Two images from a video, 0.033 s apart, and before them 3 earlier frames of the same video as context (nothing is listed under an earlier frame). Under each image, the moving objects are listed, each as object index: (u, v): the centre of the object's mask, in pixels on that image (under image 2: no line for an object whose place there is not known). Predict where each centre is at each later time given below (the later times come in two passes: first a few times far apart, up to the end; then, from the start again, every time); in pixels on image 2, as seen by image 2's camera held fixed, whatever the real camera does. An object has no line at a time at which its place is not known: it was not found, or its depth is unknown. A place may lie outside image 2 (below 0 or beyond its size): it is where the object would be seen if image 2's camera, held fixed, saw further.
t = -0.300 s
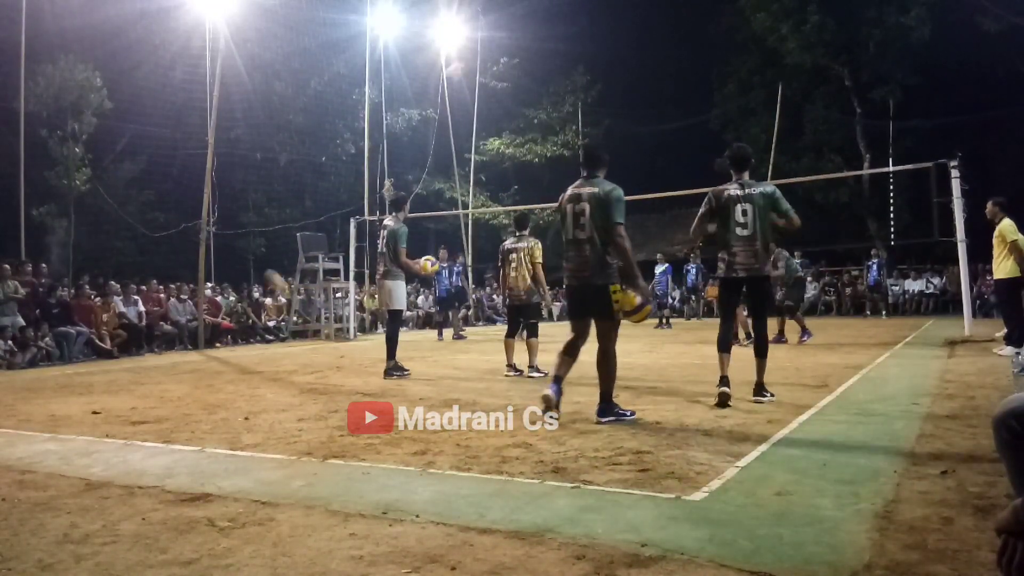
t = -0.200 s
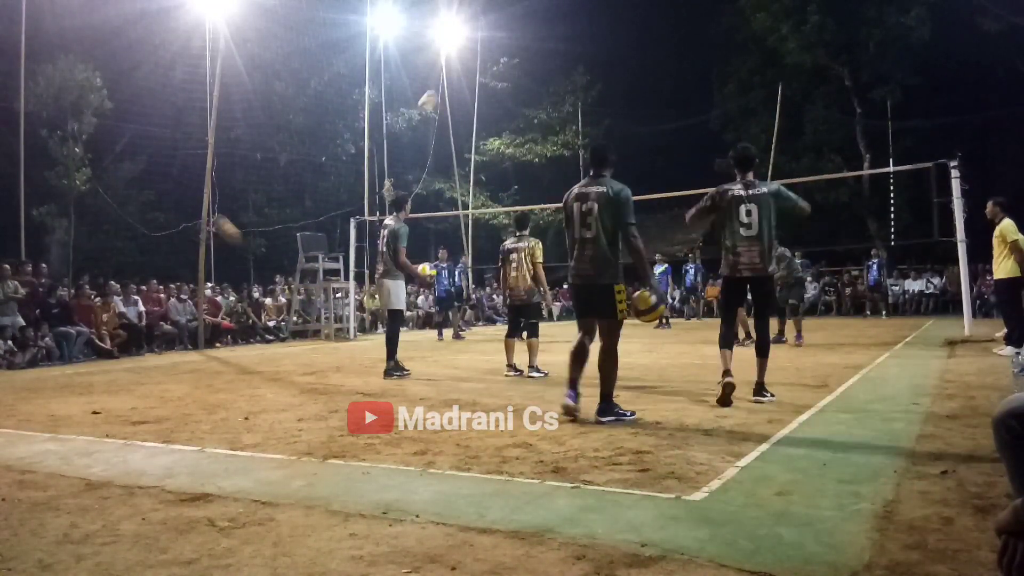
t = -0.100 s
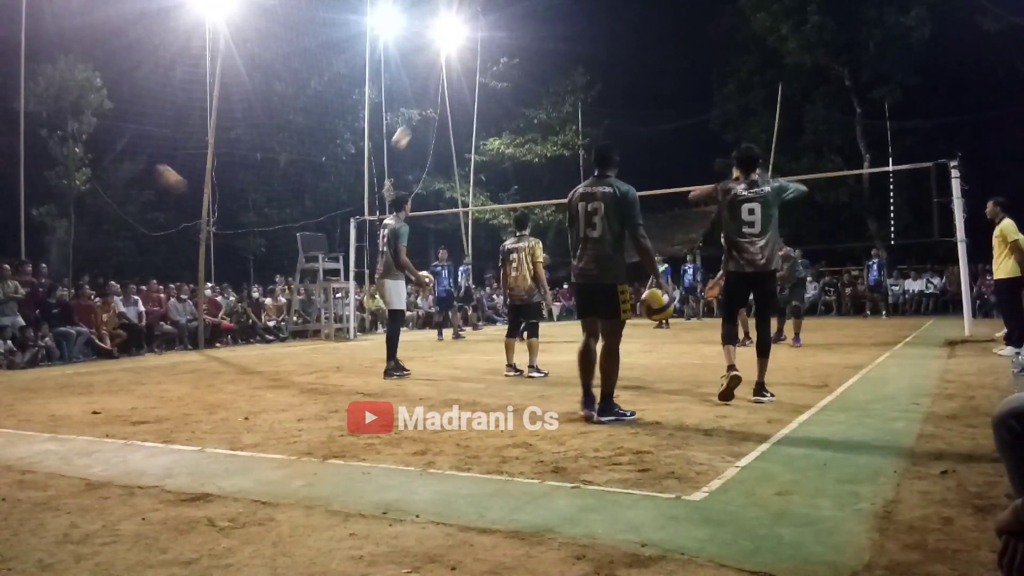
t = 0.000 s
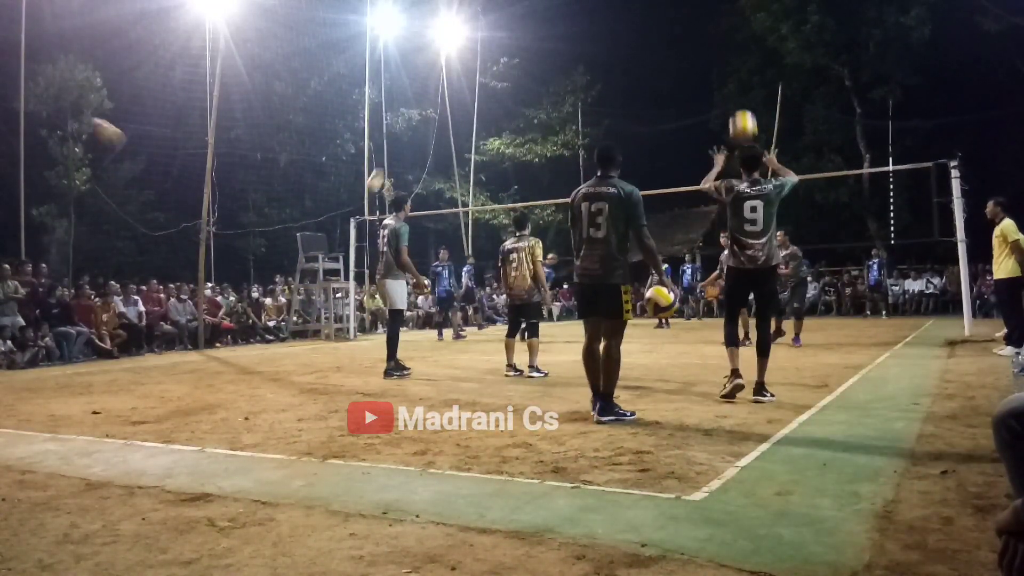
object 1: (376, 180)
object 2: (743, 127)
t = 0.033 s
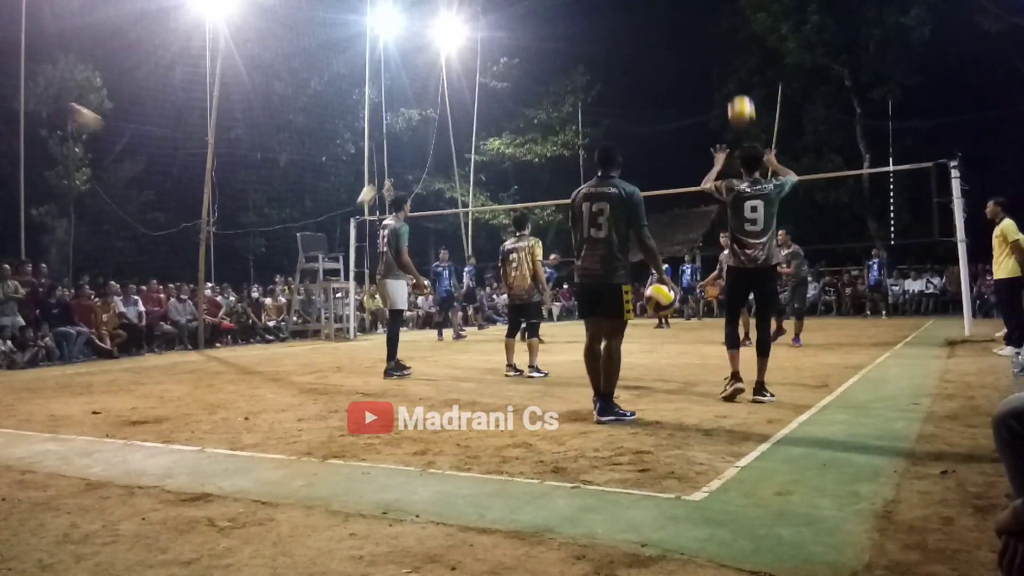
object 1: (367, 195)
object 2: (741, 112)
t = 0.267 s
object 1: (310, 327)
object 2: (734, 53)
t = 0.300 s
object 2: (733, 51)
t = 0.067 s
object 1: (358, 213)
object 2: (739, 98)
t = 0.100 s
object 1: (351, 229)
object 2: (738, 87)
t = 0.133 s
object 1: (342, 247)
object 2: (737, 77)
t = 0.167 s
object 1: (333, 269)
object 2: (736, 69)
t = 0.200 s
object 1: (325, 286)
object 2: (735, 62)
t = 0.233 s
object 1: (318, 305)
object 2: (735, 57)
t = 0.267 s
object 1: (310, 327)
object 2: (734, 53)
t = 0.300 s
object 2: (733, 51)
